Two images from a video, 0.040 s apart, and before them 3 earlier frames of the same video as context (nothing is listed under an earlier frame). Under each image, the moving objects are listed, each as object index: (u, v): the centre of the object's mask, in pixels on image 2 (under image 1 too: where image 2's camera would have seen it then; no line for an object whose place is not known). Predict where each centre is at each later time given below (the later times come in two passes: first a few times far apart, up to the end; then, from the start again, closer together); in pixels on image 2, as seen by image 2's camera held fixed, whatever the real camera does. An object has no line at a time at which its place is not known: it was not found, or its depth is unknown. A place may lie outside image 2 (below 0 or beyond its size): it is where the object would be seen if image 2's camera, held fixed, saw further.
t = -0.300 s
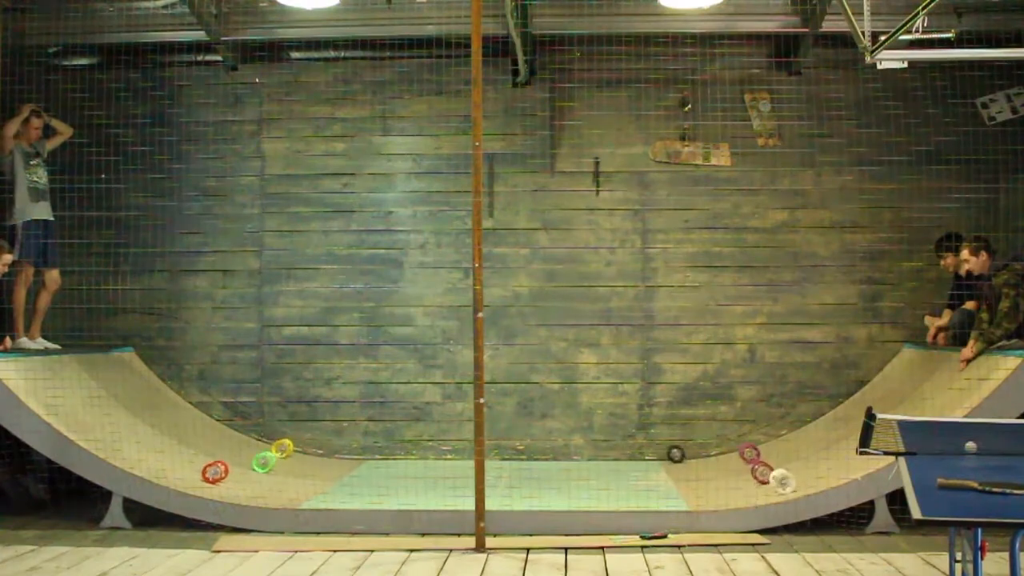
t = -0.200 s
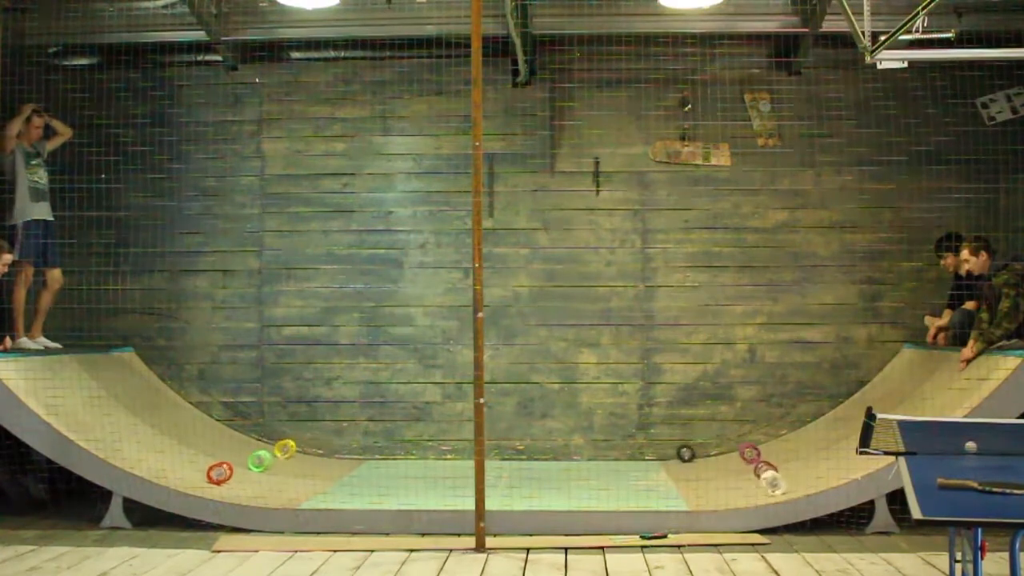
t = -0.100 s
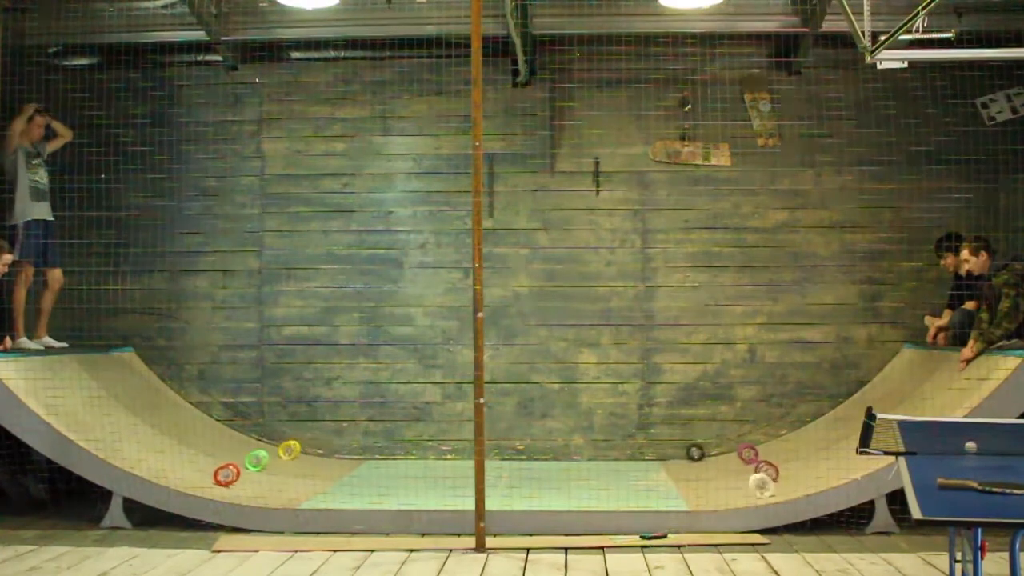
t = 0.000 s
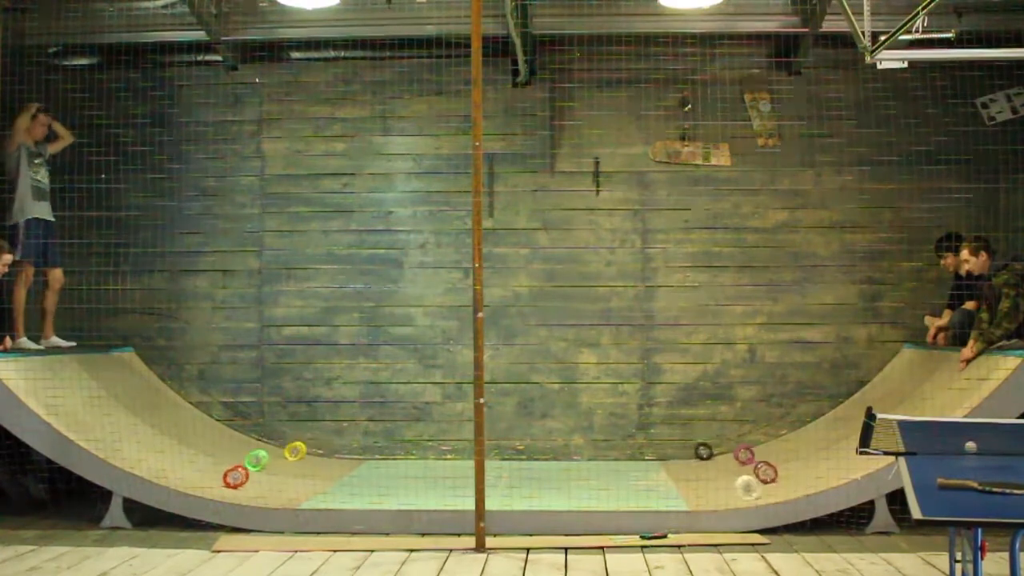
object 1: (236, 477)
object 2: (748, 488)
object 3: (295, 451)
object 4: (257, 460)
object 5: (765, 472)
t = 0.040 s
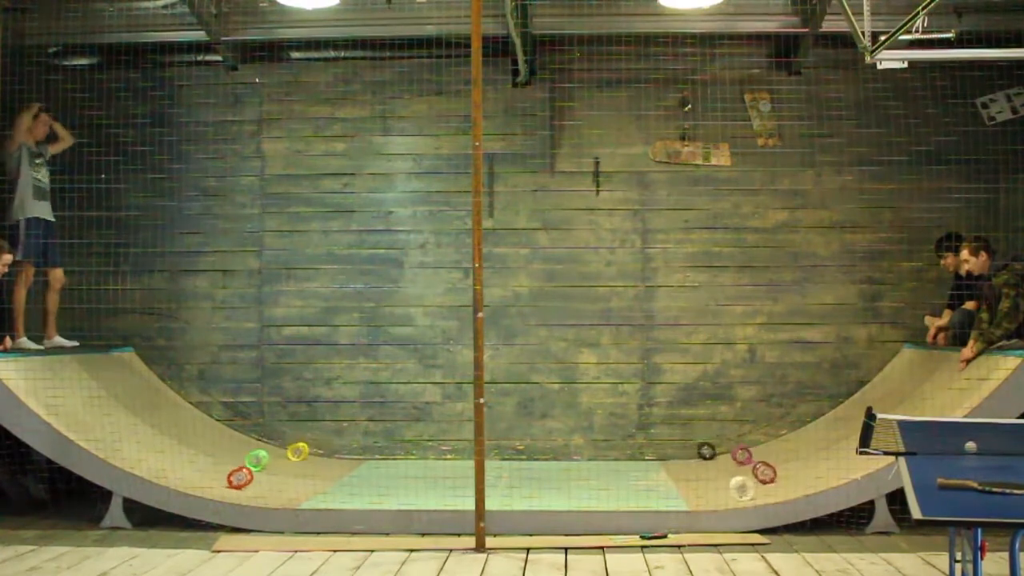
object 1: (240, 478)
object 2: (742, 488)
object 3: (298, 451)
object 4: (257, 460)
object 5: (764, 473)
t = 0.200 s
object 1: (259, 481)
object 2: (716, 491)
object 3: (311, 454)
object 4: (260, 460)
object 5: (757, 474)
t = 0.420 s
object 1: (291, 484)
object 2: (679, 492)
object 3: (334, 456)
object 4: (274, 464)
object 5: (738, 477)
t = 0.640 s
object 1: (326, 486)
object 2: (640, 492)
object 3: (359, 458)
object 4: (294, 467)
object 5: (713, 480)
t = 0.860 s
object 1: (361, 486)
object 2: (603, 491)
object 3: (385, 458)
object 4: (319, 469)
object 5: (684, 482)
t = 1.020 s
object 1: (386, 486)
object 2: (576, 492)
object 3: (404, 458)
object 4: (340, 471)
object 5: (662, 482)
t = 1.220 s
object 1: (417, 487)
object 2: (545, 491)
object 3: (426, 459)
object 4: (367, 471)
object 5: (635, 482)
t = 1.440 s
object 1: (451, 487)
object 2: (509, 489)
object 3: (451, 458)
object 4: (394, 471)
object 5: (606, 482)
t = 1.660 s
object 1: (490, 486)
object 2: (469, 489)
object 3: (471, 459)
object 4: (422, 471)
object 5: (577, 482)
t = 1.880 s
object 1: (517, 486)
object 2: (439, 491)
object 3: (500, 458)
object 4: (449, 470)
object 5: (549, 482)
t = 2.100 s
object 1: (550, 486)
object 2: (404, 492)
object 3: (523, 458)
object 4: (470, 471)
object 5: (521, 482)
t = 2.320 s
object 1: (582, 487)
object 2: (371, 492)
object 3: (546, 459)
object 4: (500, 467)
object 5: (494, 482)
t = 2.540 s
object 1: (613, 487)
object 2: (336, 492)
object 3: (569, 459)
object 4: (526, 471)
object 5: (466, 482)
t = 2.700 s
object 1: (636, 487)
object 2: (314, 492)
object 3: (585, 459)
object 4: (543, 471)
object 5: (448, 482)
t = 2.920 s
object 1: (667, 486)
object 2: (281, 490)
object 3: (607, 459)
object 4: (568, 471)
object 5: (422, 482)
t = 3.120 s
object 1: (695, 486)
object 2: (257, 488)
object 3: (627, 459)
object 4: (589, 470)
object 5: (398, 482)
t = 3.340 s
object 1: (722, 484)
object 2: (234, 485)
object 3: (649, 459)
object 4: (613, 470)
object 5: (372, 482)
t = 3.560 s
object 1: (744, 482)
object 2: (223, 482)
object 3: (670, 458)
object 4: (636, 470)
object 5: (347, 482)
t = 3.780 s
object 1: (759, 479)
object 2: (221, 482)
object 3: (688, 458)
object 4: (658, 470)
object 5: (322, 481)
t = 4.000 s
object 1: (763, 478)
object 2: (227, 483)
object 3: (704, 456)
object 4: (680, 470)
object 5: (300, 480)
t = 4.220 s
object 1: (759, 479)
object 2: (243, 486)
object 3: (714, 455)
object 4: (700, 469)
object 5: (281, 478)
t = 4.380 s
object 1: (749, 481)
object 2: (260, 487)
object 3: (718, 453)
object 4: (711, 468)
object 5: (274, 474)
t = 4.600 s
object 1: (729, 484)
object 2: (286, 490)
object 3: (716, 451)
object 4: (723, 465)
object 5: (263, 476)
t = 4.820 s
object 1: (705, 486)
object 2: (314, 491)
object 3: (710, 455)
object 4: (730, 465)
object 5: (262, 476)
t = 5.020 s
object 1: (679, 486)
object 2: (342, 492)
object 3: (700, 456)
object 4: (730, 465)
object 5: (267, 476)
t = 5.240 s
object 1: (652, 486)
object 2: (372, 492)
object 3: (684, 458)
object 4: (723, 466)
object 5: (278, 478)
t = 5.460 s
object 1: (624, 486)
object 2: (400, 492)
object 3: (667, 458)
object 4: (712, 468)
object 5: (295, 479)
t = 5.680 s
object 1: (597, 487)
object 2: (429, 492)
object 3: (647, 459)
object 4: (695, 469)
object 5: (315, 481)
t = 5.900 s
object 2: (456, 492)
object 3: (629, 459)
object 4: (676, 470)
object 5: (337, 482)
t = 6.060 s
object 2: (470, 490)
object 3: (616, 459)
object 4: (661, 470)
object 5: (353, 482)
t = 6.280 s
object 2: (503, 492)
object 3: (598, 459)
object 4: (641, 470)
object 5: (374, 482)
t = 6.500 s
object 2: (530, 490)
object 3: (580, 459)
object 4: (623, 470)
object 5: (395, 482)
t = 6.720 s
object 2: (555, 491)
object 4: (603, 470)
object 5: (415, 482)
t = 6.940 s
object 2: (581, 491)
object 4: (586, 470)
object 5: (433, 481)
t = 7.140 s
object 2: (604, 492)
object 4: (569, 471)
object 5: (452, 482)
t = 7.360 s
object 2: (629, 492)
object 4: (550, 470)
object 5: (468, 482)
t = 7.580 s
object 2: (654, 492)
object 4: (533, 470)
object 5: (491, 482)
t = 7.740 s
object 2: (672, 493)
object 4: (521, 470)
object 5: (501, 482)
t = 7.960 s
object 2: (695, 493)
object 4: (503, 469)
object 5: (518, 482)
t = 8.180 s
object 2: (717, 490)
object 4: (489, 470)
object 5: (534, 482)
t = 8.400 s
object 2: (733, 490)
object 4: (468, 471)
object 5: (551, 482)
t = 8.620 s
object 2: (745, 488)
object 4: (452, 471)
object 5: (567, 482)
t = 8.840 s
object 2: (748, 488)
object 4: (437, 470)
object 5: (583, 482)
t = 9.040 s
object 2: (745, 488)
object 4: (422, 471)
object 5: (597, 482)
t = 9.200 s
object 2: (740, 489)
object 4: (410, 471)
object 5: (607, 482)
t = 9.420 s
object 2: (724, 491)
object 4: (393, 471)
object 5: (622, 482)
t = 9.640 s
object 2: (705, 491)
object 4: (376, 471)
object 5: (636, 482)
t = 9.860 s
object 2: (686, 492)
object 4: (360, 471)
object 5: (649, 482)
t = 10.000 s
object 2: (672, 492)
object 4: (349, 471)
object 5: (656, 481)
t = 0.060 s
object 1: (242, 478)
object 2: (738, 489)
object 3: (299, 452)
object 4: (257, 460)
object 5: (764, 473)
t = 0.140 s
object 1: (252, 480)
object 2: (726, 491)
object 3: (306, 453)
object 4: (259, 460)
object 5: (760, 473)
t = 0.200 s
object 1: (259, 481)
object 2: (716, 491)
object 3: (311, 454)
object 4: (260, 460)
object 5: (757, 474)
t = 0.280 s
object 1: (270, 482)
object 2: (702, 492)
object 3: (319, 455)
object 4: (264, 461)
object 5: (751, 475)
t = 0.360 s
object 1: (282, 483)
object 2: (689, 493)
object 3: (327, 456)
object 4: (270, 463)
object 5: (744, 476)
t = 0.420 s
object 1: (291, 484)
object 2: (679, 492)
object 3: (334, 456)
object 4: (274, 464)
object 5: (738, 477)
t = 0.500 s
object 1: (304, 485)
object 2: (665, 492)
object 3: (343, 457)
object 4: (280, 465)
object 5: (730, 478)
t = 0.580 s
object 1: (316, 486)
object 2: (651, 492)
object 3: (352, 458)
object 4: (287, 466)
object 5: (720, 479)
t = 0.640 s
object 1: (326, 486)
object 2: (640, 492)
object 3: (359, 458)
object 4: (294, 467)
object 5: (713, 480)
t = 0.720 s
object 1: (339, 486)
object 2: (627, 492)
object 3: (369, 458)
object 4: (302, 468)
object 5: (702, 481)
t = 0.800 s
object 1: (351, 486)
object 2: (614, 492)
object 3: (378, 458)
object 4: (312, 468)
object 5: (692, 481)
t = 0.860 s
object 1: (361, 486)
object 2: (603, 491)
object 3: (385, 458)
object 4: (319, 469)
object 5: (684, 482)
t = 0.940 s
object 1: (374, 486)
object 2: (590, 492)
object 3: (395, 458)
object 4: (329, 470)
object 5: (673, 482)
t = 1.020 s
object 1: (386, 486)
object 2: (576, 492)
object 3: (404, 458)
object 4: (340, 471)
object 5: (662, 482)
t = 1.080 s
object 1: (396, 486)
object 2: (567, 491)
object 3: (411, 458)
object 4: (348, 471)
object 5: (654, 482)
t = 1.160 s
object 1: (408, 486)
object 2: (553, 492)
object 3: (420, 458)
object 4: (358, 471)
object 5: (643, 482)
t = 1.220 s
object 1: (417, 487)
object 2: (545, 491)
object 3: (426, 459)
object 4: (367, 471)
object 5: (635, 482)
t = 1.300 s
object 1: (430, 487)
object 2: (531, 491)
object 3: (436, 458)
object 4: (376, 471)
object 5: (625, 482)
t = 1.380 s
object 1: (442, 487)
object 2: (519, 489)
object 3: (445, 458)
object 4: (387, 471)
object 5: (614, 482)
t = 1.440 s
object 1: (451, 487)
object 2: (509, 489)
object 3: (451, 458)
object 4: (394, 471)
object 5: (606, 482)
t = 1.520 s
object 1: (463, 487)
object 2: (496, 489)
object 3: (461, 459)
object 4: (404, 471)
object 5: (596, 482)
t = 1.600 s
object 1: (469, 487)
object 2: (488, 487)
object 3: (467, 458)
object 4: (415, 471)
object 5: (585, 482)
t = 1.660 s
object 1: (490, 486)
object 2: (469, 489)
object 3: (471, 459)
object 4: (422, 471)
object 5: (577, 482)
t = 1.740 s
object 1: (497, 487)
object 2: (460, 492)
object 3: (489, 458)
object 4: (431, 471)
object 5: (567, 482)
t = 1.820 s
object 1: (509, 487)
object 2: (448, 492)
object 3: (494, 458)
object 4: (441, 470)
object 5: (556, 482)
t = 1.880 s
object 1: (517, 486)
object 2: (439, 491)
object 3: (500, 458)
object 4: (449, 470)
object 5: (549, 482)
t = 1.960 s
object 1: (529, 487)
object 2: (426, 492)
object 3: (506, 456)
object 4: (458, 471)
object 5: (542, 481)
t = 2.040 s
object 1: (542, 487)
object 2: (415, 491)
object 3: (519, 456)
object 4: (466, 471)
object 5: (526, 481)
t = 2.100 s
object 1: (550, 486)
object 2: (404, 492)
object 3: (523, 458)
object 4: (470, 471)
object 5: (521, 482)
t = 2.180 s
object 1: (561, 486)
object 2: (393, 492)
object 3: (532, 459)
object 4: (489, 468)
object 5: (511, 482)
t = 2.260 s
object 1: (573, 486)
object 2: (380, 491)
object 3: (540, 459)
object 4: (492, 468)
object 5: (501, 482)
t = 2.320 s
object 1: (582, 487)
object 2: (371, 492)
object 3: (546, 459)
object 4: (500, 467)
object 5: (494, 482)
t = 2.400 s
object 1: (594, 487)
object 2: (358, 492)
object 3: (554, 459)
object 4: (509, 471)
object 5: (489, 481)
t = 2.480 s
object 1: (605, 487)
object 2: (345, 492)
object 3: (563, 459)
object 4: (519, 471)
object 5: (469, 483)
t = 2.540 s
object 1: (613, 487)
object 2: (336, 492)
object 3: (569, 459)
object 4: (526, 471)
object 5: (466, 482)
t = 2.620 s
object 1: (625, 486)
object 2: (325, 492)
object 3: (577, 459)
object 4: (534, 471)
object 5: (457, 482)
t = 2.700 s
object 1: (636, 487)
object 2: (314, 492)
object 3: (585, 459)
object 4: (543, 471)
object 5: (448, 482)
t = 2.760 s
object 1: (645, 486)
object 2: (304, 491)
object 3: (591, 459)
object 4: (549, 470)
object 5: (441, 482)
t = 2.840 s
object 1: (656, 487)
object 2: (293, 491)
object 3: (599, 459)
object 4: (559, 471)
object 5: (431, 482)
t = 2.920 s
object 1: (667, 486)
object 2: (281, 490)
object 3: (607, 459)
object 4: (568, 471)
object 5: (422, 482)
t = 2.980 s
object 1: (676, 486)
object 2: (273, 489)
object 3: (614, 459)
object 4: (574, 471)
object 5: (415, 482)
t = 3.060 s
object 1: (686, 486)
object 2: (264, 489)
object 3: (621, 459)
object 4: (583, 470)
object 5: (405, 482)
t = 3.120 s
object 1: (695, 486)
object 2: (257, 488)
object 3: (627, 459)
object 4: (589, 470)
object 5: (398, 482)
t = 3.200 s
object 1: (705, 486)
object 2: (248, 487)
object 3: (635, 459)
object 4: (598, 470)
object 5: (389, 482)
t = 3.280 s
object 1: (715, 485)
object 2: (240, 485)
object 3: (643, 459)
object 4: (606, 470)
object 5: (379, 482)
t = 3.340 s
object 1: (722, 484)
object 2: (234, 485)
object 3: (649, 459)
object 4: (613, 470)
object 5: (372, 482)
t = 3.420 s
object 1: (731, 483)
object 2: (230, 484)
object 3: (656, 459)
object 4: (621, 470)
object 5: (363, 482)
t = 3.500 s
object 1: (739, 483)
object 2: (226, 482)
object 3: (664, 459)
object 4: (629, 470)
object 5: (354, 482)
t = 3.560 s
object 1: (744, 482)
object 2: (223, 482)
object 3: (670, 458)
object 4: (636, 470)
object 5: (347, 482)
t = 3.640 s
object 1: (751, 481)
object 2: (221, 482)
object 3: (677, 458)
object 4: (644, 470)
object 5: (338, 482)
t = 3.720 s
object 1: (755, 480)
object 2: (220, 482)
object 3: (684, 458)
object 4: (652, 470)
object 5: (329, 482)
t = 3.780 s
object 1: (759, 479)
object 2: (221, 482)
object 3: (688, 458)
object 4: (658, 470)
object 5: (322, 481)
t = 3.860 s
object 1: (761, 479)
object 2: (221, 482)
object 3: (695, 457)
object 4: (667, 470)
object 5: (313, 481)
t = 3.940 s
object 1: (763, 478)
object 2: (224, 482)
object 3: (700, 457)
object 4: (675, 470)
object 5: (305, 480)
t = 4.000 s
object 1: (763, 478)
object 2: (227, 483)
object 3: (704, 456)
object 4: (680, 470)
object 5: (300, 480)
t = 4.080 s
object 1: (762, 478)
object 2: (231, 484)
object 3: (708, 456)
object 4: (688, 469)
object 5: (292, 479)
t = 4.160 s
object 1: (761, 479)
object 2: (237, 485)
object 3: (712, 455)
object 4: (694, 469)
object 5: (285, 479)
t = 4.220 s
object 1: (759, 479)
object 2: (243, 486)
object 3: (714, 455)
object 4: (700, 469)
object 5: (281, 478)
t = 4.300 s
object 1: (754, 480)
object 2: (251, 487)
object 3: (717, 454)
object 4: (706, 468)
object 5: (276, 477)
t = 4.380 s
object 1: (749, 481)
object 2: (260, 487)
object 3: (718, 453)
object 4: (711, 468)
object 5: (274, 474)
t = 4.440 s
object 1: (744, 481)
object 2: (266, 488)
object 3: (719, 452)
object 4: (716, 467)
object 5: (269, 473)
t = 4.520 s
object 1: (737, 482)
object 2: (275, 489)
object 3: (718, 452)
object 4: (720, 467)
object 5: (264, 475)
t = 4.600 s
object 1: (729, 484)
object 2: (286, 490)
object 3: (716, 451)
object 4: (723, 465)
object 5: (263, 476)
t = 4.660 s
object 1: (723, 484)
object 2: (294, 491)
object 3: (714, 453)
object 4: (727, 465)
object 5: (262, 476)
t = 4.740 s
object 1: (714, 485)
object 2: (303, 491)
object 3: (713, 454)
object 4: (729, 465)
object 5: (261, 476)
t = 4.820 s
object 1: (705, 486)
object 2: (314, 491)
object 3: (710, 455)
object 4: (730, 465)
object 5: (262, 476)
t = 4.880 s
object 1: (697, 486)
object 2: (323, 492)
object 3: (707, 455)
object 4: (730, 465)
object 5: (263, 476)
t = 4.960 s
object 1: (687, 486)
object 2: (333, 492)
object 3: (703, 456)
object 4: (730, 465)
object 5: (265, 476)
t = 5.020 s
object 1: (679, 486)
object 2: (342, 492)
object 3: (700, 456)
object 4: (730, 465)
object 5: (267, 476)
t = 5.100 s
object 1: (669, 486)
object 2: (353, 492)
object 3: (694, 457)
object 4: (728, 465)
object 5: (270, 477)
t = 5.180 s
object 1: (659, 486)
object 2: (364, 492)
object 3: (689, 457)
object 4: (726, 466)
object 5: (275, 477)
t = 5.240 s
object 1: (652, 486)
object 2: (372, 492)
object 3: (684, 458)
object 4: (723, 466)
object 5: (278, 478)
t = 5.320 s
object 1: (641, 486)
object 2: (383, 492)
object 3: (678, 458)
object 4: (719, 467)
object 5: (284, 478)
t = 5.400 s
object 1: (632, 487)
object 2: (393, 491)
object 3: (671, 458)
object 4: (715, 467)
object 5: (290, 479)
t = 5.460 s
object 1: (624, 486)
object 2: (400, 492)
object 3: (667, 458)
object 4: (712, 468)
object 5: (295, 479)
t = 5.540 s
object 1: (614, 486)
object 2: (411, 492)
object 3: (659, 459)
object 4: (706, 468)
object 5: (302, 480)
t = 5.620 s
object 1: (604, 487)
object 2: (421, 492)
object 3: (652, 459)
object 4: (700, 469)
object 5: (309, 480)
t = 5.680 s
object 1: (597, 487)
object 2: (429, 492)
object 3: (647, 459)
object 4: (695, 469)
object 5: (315, 481)
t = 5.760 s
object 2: (439, 492)
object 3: (641, 459)
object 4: (688, 469)
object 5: (323, 481)
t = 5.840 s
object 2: (449, 492)
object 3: (634, 459)
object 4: (682, 470)
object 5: (331, 482)
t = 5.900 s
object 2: (456, 492)
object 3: (629, 459)
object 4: (676, 470)
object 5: (337, 482)
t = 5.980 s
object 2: (466, 492)
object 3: (622, 459)
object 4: (670, 470)
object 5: (345, 482)
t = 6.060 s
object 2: (470, 490)
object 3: (616, 459)
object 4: (661, 470)
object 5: (353, 482)
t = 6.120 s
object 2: (489, 490)
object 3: (611, 459)
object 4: (656, 470)
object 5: (359, 482)
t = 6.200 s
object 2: (493, 490)
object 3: (604, 459)
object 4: (649, 470)
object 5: (366, 482)
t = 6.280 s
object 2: (503, 492)
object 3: (598, 459)
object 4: (641, 470)
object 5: (374, 482)
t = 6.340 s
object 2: (511, 491)
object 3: (593, 458)
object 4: (636, 470)
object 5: (380, 482)
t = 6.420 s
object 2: (519, 491)
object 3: (586, 459)
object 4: (629, 470)
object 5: (387, 482)
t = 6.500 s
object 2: (530, 490)
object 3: (580, 459)
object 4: (623, 470)
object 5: (395, 482)
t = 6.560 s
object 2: (537, 492)
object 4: (617, 470)
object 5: (401, 482)
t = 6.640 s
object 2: (547, 491)
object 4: (611, 471)
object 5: (408, 482)
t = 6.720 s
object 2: (555, 491)
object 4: (603, 470)
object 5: (415, 482)
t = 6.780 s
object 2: (563, 491)
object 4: (599, 470)
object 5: (421, 482)
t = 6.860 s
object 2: (572, 491)
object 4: (592, 470)
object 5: (428, 482)
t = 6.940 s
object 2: (581, 491)
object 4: (586, 470)
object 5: (433, 481)
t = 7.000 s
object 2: (588, 491)
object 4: (580, 470)
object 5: (436, 477)
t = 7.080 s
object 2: (598, 492)
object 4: (574, 470)
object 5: (449, 481)
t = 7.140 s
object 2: (604, 492)
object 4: (569, 471)
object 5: (452, 482)
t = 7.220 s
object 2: (613, 492)
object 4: (562, 471)
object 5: (459, 482)
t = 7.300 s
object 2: (622, 492)
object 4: (555, 471)
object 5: (465, 482)
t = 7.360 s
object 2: (629, 492)
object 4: (550, 470)
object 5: (468, 482)
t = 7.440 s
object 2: (638, 492)
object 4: (543, 470)
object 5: (471, 483)
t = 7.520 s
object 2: (647, 492)
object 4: (538, 470)
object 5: (489, 481)
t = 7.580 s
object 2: (654, 492)
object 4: (533, 470)
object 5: (491, 482)
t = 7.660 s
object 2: (662, 492)
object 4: (526, 471)
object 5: (495, 482)
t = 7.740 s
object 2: (672, 493)
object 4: (521, 470)
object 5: (501, 482)
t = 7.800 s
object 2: (679, 492)
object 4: (517, 469)
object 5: (505, 482)
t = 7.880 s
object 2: (688, 492)
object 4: (510, 466)
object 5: (511, 482)
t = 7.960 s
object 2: (695, 493)
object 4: (503, 469)
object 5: (518, 482)
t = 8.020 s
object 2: (701, 492)
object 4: (498, 470)
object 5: (522, 482)
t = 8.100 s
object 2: (708, 492)
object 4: (492, 470)
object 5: (528, 482)
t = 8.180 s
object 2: (717, 490)
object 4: (489, 470)
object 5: (534, 482)
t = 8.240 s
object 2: (722, 491)
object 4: (488, 470)
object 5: (539, 482)
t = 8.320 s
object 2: (728, 490)
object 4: (470, 471)
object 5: (545, 482)
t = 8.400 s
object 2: (733, 490)
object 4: (468, 471)
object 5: (551, 482)
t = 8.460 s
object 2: (738, 489)
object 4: (465, 471)
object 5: (555, 482)
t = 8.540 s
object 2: (742, 488)
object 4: (459, 470)
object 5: (561, 482)
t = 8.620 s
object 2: (745, 488)
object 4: (452, 471)
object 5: (567, 482)
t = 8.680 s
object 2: (747, 488)
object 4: (448, 470)
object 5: (571, 482)
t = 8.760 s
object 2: (748, 488)
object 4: (443, 471)
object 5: (577, 482)
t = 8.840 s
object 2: (748, 488)
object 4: (437, 470)
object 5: (583, 482)
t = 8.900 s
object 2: (748, 488)
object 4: (432, 471)
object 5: (587, 482)
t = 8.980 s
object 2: (747, 488)
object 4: (426, 470)
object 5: (592, 482)
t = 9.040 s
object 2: (745, 488)
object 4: (422, 471)
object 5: (597, 482)
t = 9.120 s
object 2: (743, 488)
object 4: (415, 471)
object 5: (602, 482)
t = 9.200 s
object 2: (740, 489)
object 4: (410, 471)
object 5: (607, 482)
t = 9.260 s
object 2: (735, 489)
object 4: (405, 471)
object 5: (611, 482)
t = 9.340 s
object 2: (731, 490)
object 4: (399, 471)
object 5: (617, 482)
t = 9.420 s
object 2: (724, 491)
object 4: (393, 471)
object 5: (622, 482)
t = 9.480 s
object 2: (720, 491)
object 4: (389, 471)
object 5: (626, 482)
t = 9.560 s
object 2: (713, 491)
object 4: (383, 471)
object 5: (630, 482)
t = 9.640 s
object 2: (705, 491)
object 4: (376, 471)
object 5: (636, 482)
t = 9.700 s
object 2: (701, 492)
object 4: (372, 471)
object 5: (639, 482)
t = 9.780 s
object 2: (693, 492)
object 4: (367, 471)
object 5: (644, 482)
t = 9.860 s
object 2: (686, 492)
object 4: (360, 471)
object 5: (649, 482)
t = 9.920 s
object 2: (680, 491)
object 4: (356, 471)
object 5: (653, 482)
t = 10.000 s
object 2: (672, 492)
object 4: (349, 471)
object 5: (656, 481)
